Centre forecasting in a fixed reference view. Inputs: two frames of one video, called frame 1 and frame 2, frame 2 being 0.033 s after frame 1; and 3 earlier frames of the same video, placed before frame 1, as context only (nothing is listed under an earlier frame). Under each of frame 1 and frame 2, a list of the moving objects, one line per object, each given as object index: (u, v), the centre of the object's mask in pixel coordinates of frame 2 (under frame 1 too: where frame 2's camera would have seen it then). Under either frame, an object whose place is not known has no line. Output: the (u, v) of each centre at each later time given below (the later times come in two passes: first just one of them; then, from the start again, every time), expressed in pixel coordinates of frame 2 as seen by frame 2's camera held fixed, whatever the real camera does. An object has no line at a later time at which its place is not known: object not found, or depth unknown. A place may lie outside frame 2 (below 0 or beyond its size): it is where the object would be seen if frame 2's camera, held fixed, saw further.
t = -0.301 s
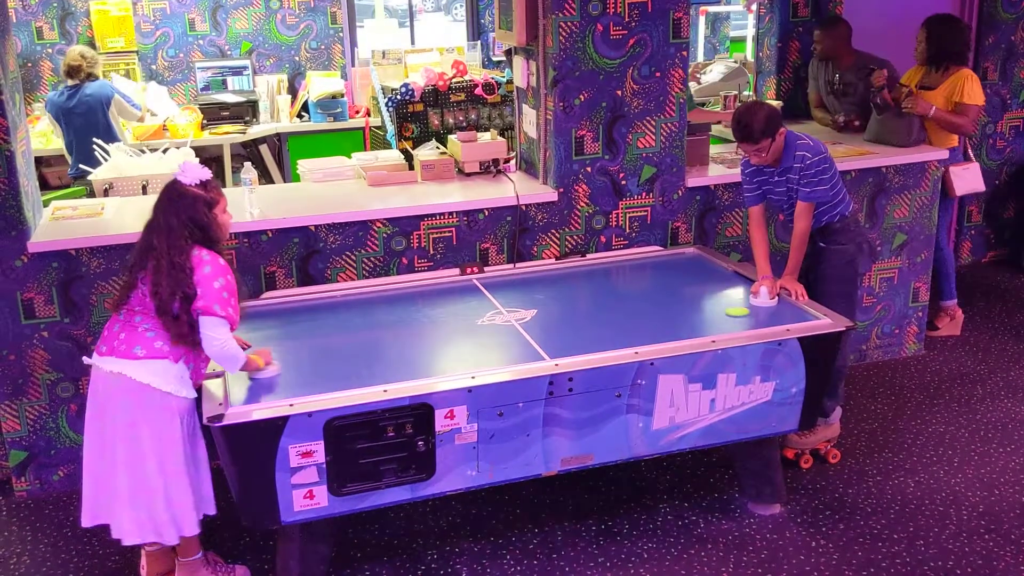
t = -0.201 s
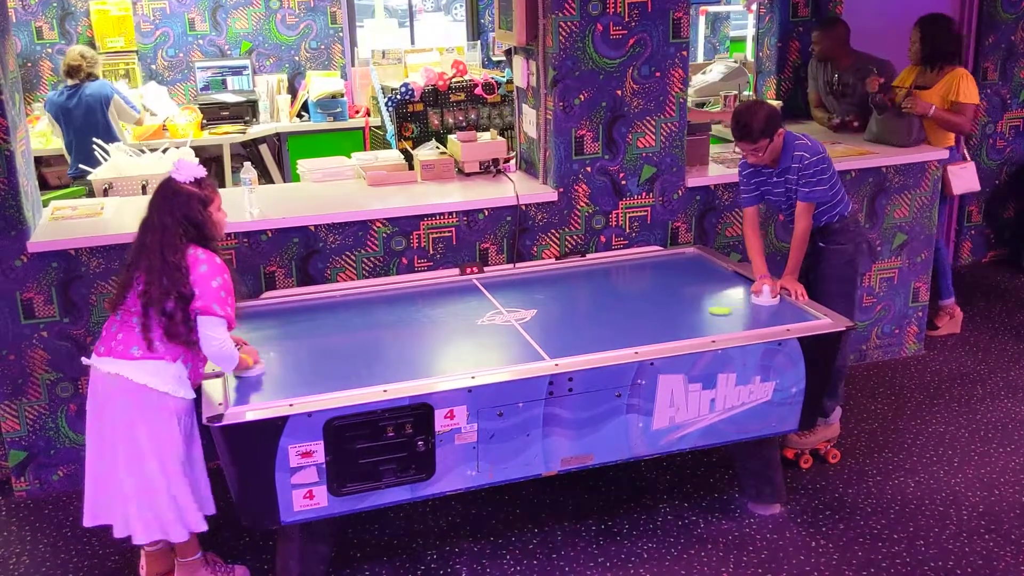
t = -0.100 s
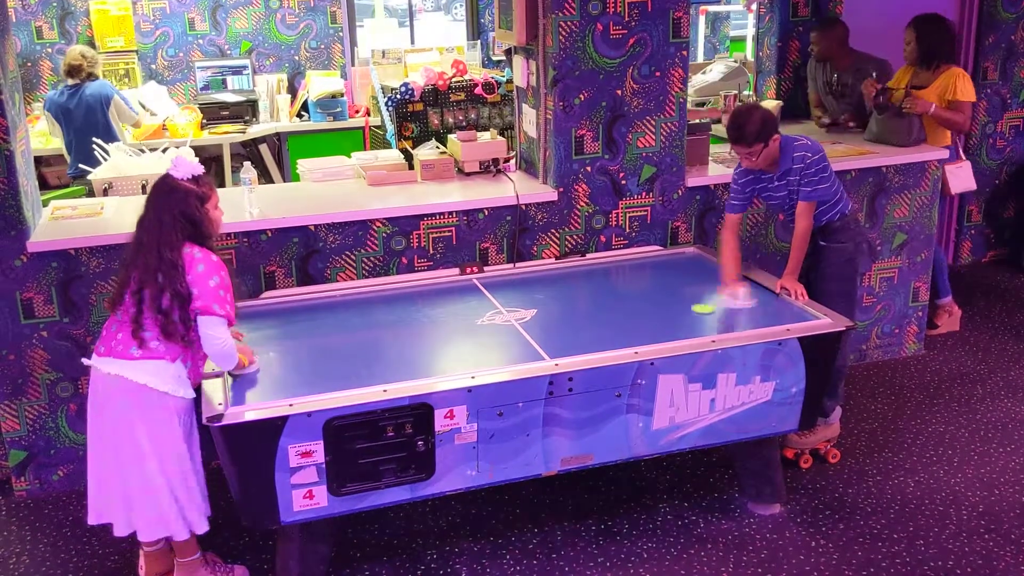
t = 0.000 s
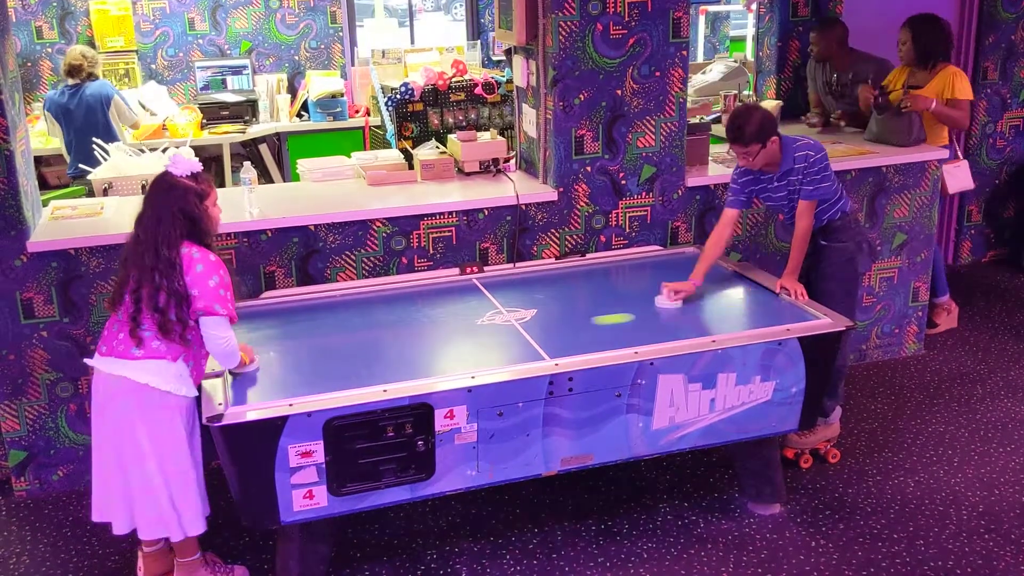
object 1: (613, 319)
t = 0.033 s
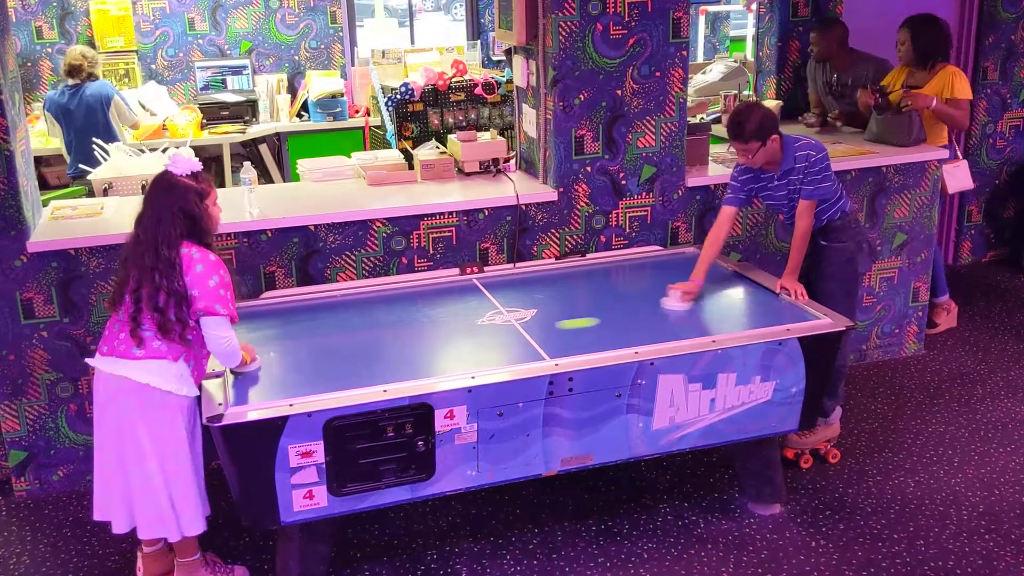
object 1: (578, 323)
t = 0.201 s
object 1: (388, 346)
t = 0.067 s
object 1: (543, 327)
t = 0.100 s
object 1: (503, 332)
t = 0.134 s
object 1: (465, 337)
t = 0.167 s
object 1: (425, 342)
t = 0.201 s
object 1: (388, 346)
